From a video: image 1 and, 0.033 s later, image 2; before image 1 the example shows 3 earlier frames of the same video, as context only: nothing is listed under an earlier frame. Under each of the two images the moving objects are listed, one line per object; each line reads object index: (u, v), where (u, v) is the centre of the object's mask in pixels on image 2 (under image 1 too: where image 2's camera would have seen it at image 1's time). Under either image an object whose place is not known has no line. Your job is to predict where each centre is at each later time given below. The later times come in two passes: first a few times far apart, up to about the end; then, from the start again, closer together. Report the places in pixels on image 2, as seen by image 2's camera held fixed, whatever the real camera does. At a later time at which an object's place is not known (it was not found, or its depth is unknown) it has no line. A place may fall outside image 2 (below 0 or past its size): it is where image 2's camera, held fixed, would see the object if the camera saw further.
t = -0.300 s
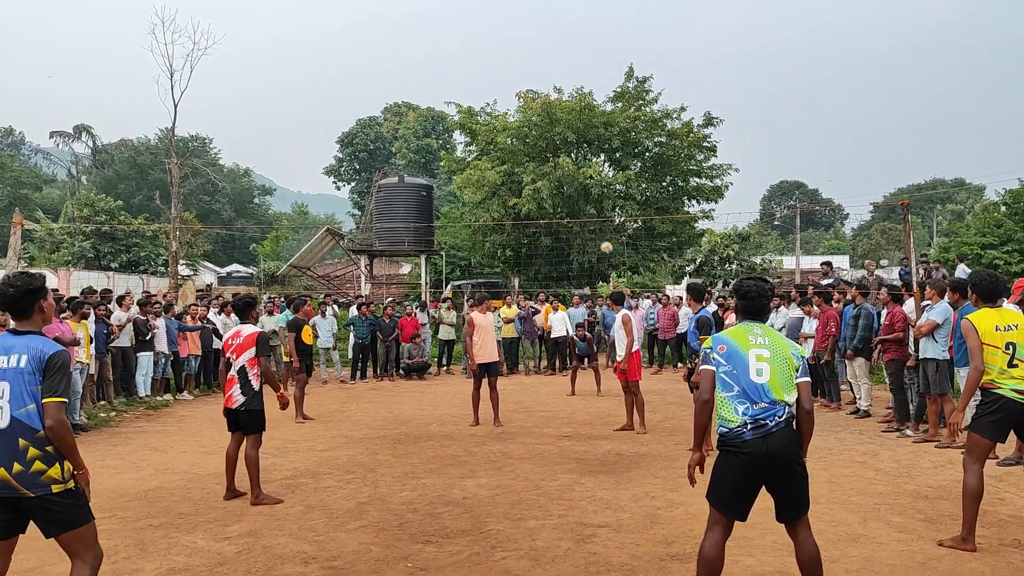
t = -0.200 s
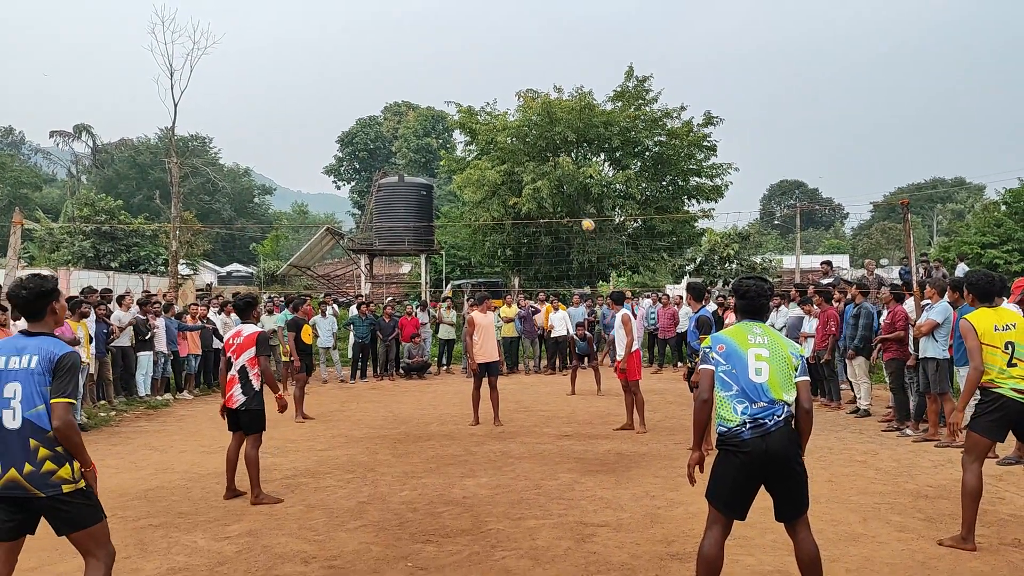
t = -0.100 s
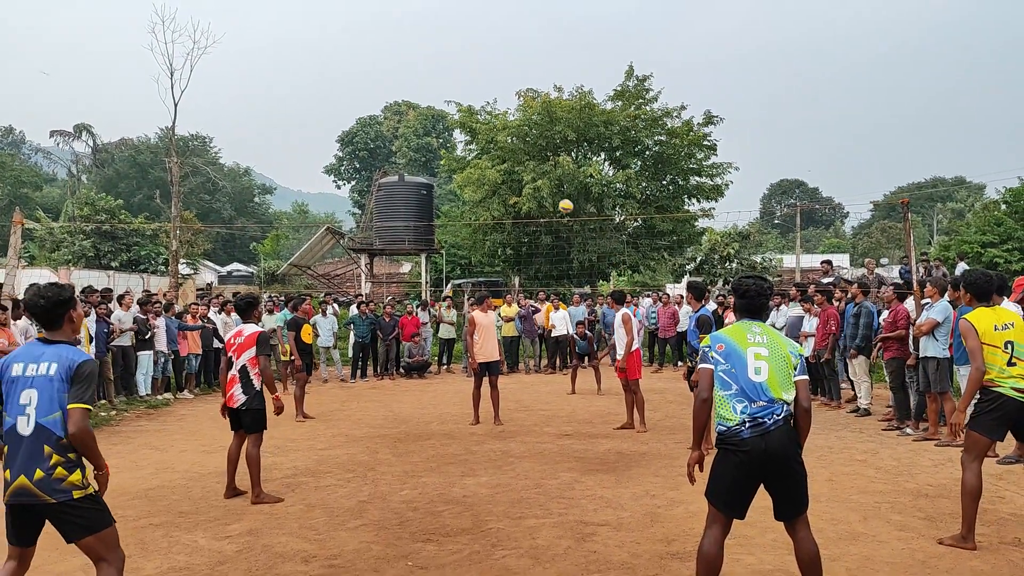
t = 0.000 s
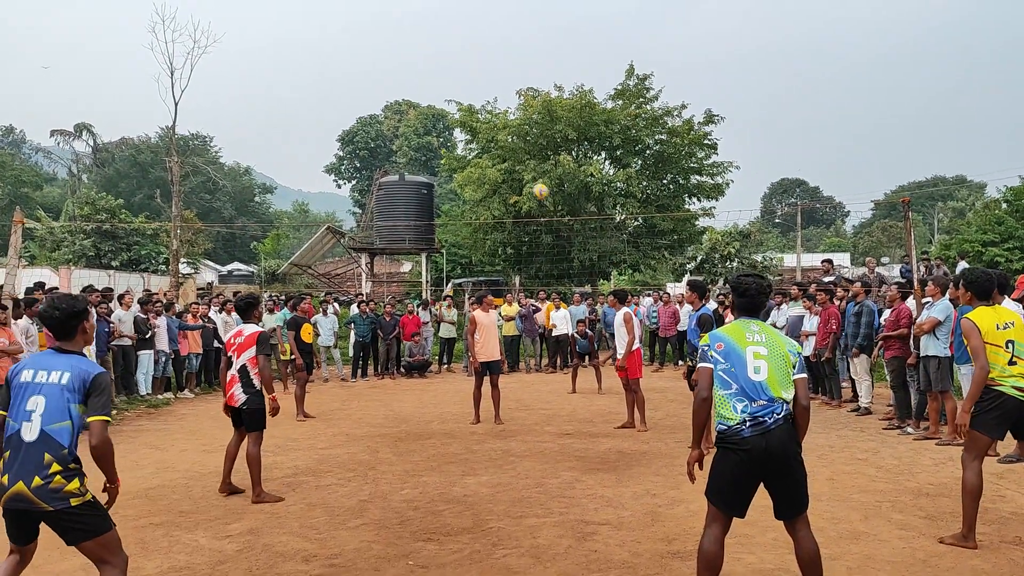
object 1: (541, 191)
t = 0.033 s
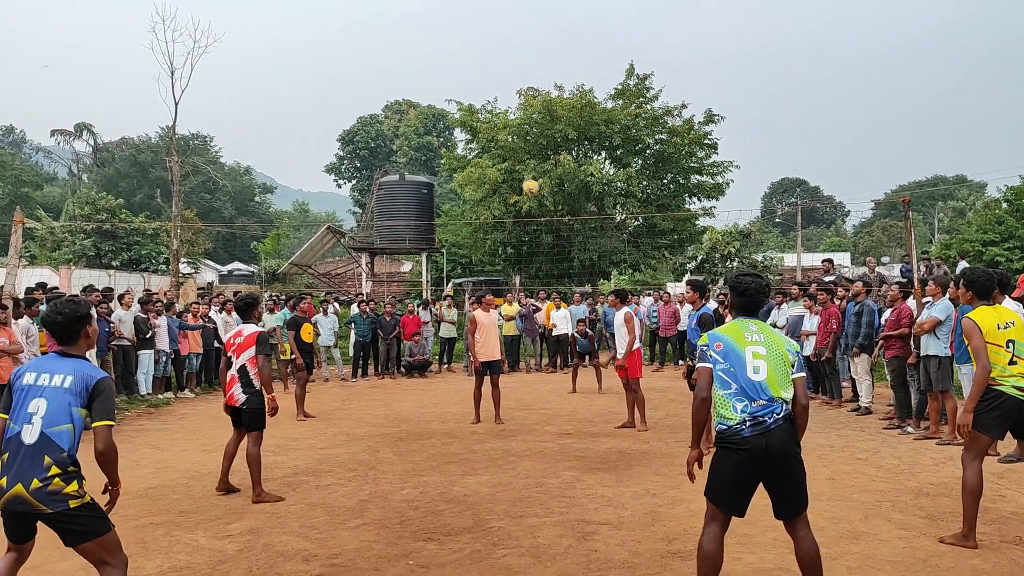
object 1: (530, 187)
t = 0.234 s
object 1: (453, 182)
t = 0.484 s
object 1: (281, 250)
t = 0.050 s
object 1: (525, 186)
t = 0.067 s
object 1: (519, 185)
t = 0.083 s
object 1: (514, 184)
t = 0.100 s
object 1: (508, 182)
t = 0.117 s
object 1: (502, 181)
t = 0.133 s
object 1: (496, 181)
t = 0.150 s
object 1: (489, 181)
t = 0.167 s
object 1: (482, 180)
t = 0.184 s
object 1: (475, 181)
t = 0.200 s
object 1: (468, 181)
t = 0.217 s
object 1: (461, 182)
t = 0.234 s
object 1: (453, 182)
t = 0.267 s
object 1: (437, 186)
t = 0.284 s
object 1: (428, 188)
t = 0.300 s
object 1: (418, 190)
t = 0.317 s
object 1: (408, 193)
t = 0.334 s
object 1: (398, 196)
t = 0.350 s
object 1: (387, 200)
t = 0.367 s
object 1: (375, 205)
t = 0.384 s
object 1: (364, 210)
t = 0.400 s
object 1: (353, 214)
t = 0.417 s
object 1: (339, 221)
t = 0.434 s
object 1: (327, 227)
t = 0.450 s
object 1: (311, 233)
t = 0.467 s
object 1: (296, 241)
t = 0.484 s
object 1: (281, 250)
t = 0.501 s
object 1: (264, 260)
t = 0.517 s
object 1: (247, 270)
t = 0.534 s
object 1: (229, 282)
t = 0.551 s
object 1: (207, 295)
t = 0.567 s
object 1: (185, 310)
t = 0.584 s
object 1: (164, 324)
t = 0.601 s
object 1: (138, 343)
